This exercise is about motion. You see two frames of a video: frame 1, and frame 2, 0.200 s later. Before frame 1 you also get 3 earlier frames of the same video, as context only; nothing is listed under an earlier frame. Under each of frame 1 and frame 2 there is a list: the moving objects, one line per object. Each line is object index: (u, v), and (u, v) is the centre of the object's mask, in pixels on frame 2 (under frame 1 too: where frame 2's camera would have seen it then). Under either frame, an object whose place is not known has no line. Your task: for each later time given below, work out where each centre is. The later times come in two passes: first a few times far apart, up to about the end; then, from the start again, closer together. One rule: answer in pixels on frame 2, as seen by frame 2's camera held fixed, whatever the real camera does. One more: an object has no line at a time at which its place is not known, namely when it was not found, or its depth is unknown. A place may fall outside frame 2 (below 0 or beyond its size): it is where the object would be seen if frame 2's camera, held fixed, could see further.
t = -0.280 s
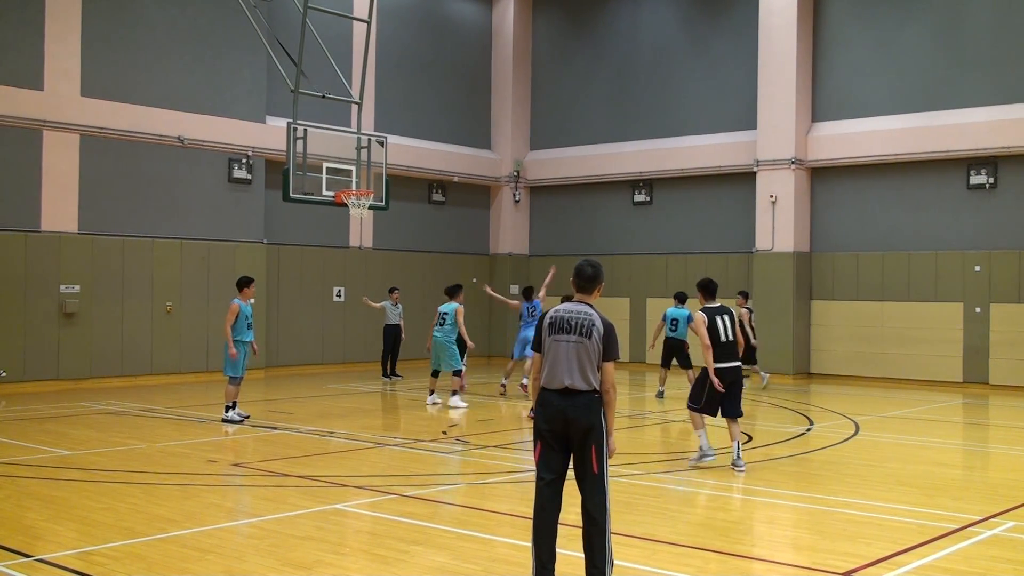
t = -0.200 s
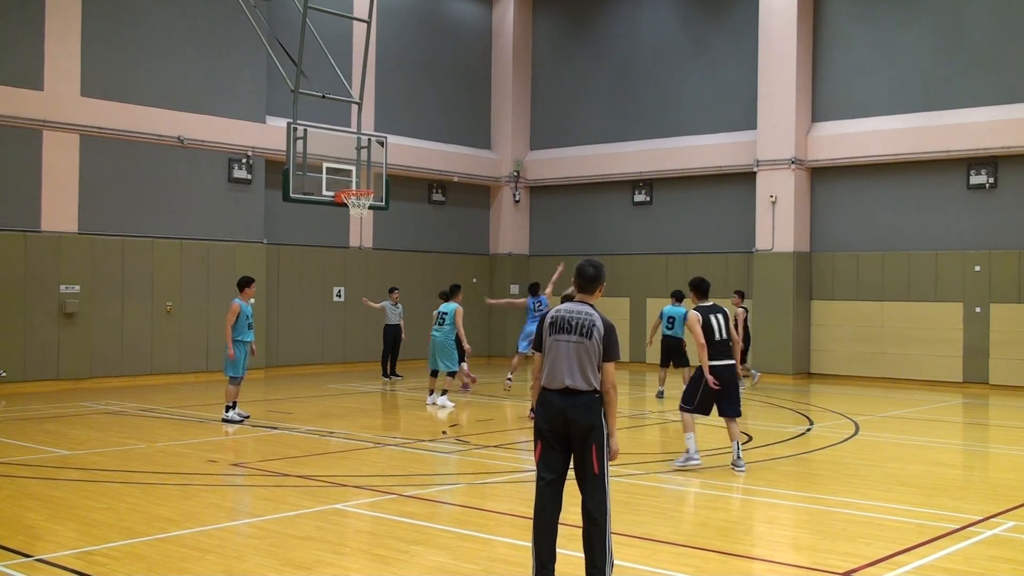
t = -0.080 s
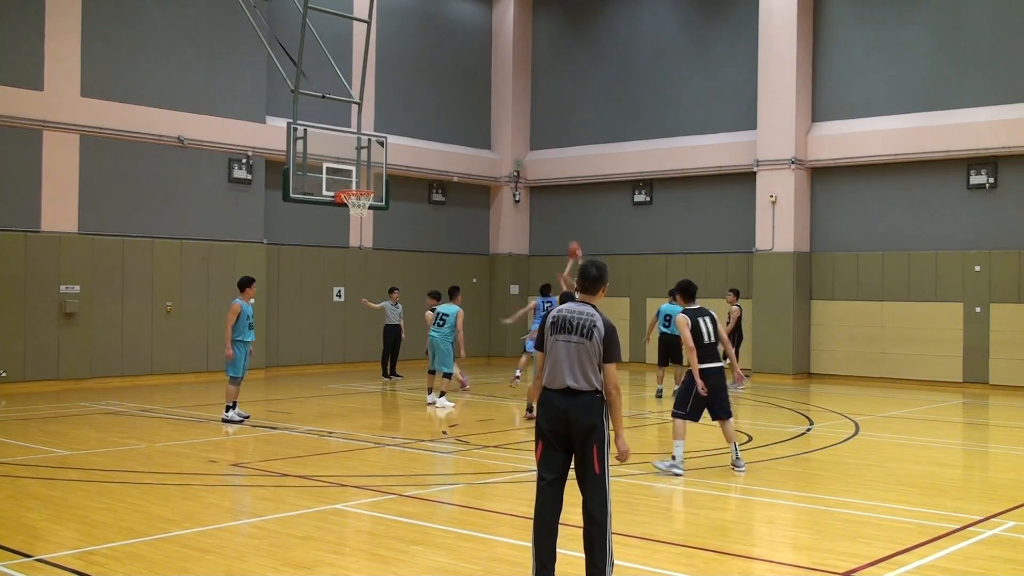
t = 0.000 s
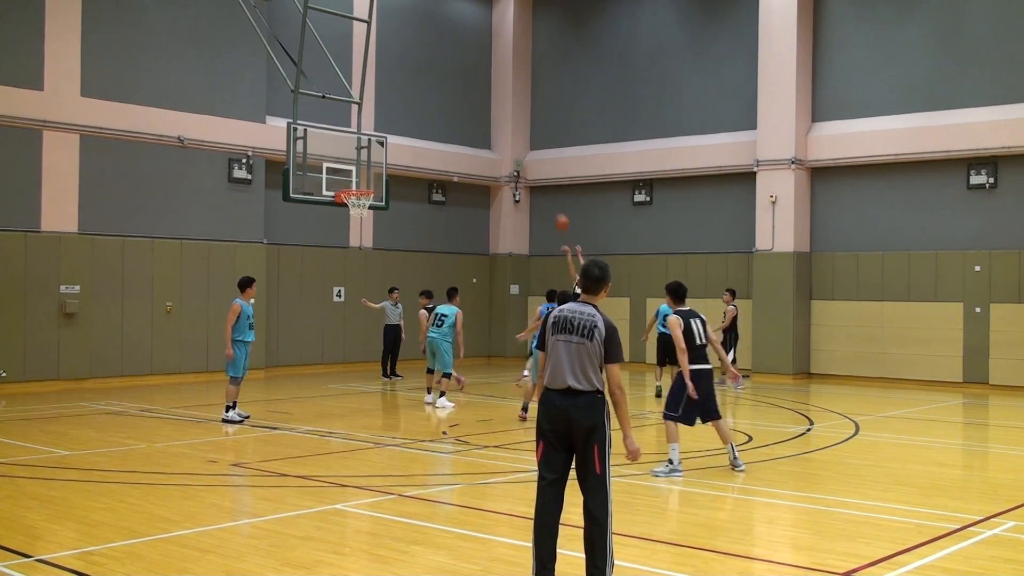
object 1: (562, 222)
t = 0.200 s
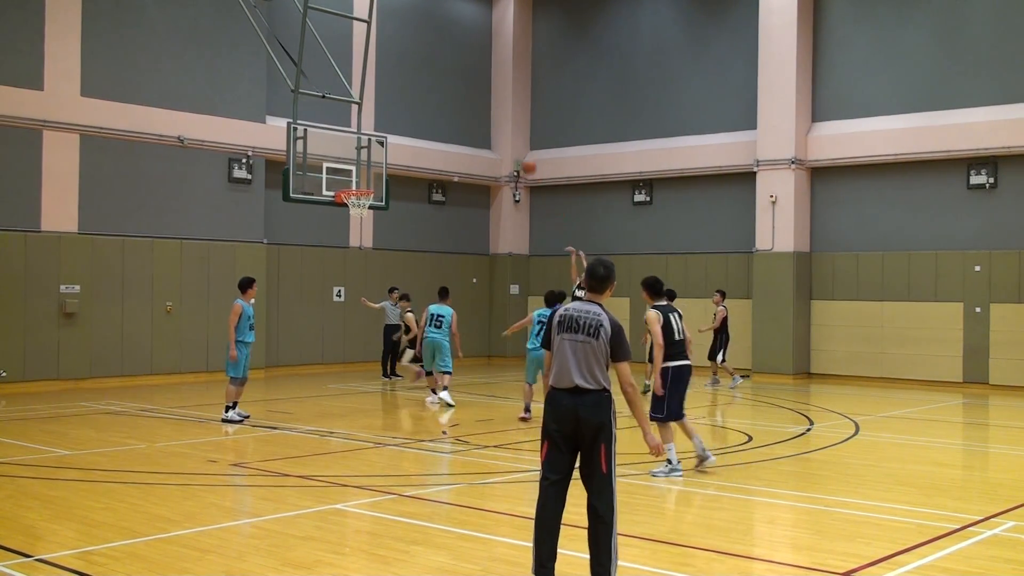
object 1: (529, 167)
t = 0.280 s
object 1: (515, 150)
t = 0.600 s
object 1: (458, 122)
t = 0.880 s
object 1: (404, 151)
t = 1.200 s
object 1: (337, 249)
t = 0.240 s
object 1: (522, 159)
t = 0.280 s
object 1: (515, 150)
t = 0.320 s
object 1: (508, 144)
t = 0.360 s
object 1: (501, 138)
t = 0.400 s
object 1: (495, 133)
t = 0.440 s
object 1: (487, 129)
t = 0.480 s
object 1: (481, 125)
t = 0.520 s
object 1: (472, 124)
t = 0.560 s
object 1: (465, 122)
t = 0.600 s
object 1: (458, 122)
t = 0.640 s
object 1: (451, 122)
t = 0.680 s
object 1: (443, 124)
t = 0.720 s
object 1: (435, 127)
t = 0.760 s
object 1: (428, 131)
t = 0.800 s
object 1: (420, 136)
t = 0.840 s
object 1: (412, 143)
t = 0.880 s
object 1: (404, 151)
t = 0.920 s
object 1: (396, 159)
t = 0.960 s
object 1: (388, 169)
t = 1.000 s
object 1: (380, 179)
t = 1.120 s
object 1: (354, 220)
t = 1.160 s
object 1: (346, 231)
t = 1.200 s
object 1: (337, 249)
